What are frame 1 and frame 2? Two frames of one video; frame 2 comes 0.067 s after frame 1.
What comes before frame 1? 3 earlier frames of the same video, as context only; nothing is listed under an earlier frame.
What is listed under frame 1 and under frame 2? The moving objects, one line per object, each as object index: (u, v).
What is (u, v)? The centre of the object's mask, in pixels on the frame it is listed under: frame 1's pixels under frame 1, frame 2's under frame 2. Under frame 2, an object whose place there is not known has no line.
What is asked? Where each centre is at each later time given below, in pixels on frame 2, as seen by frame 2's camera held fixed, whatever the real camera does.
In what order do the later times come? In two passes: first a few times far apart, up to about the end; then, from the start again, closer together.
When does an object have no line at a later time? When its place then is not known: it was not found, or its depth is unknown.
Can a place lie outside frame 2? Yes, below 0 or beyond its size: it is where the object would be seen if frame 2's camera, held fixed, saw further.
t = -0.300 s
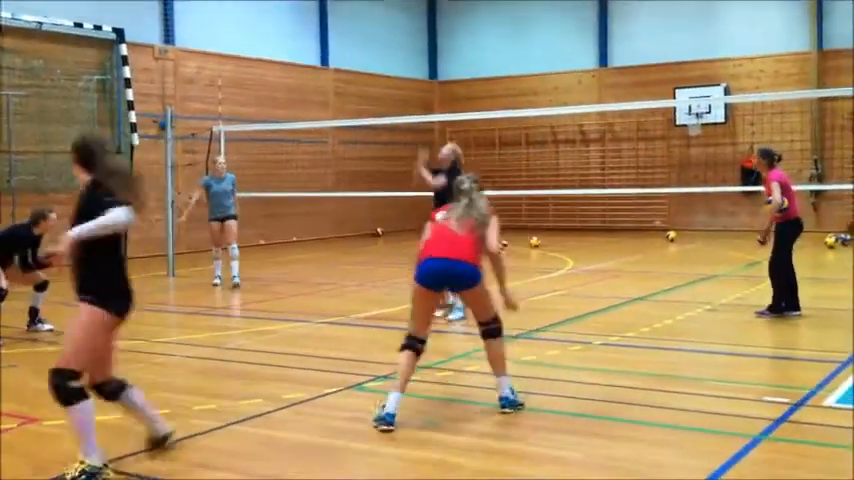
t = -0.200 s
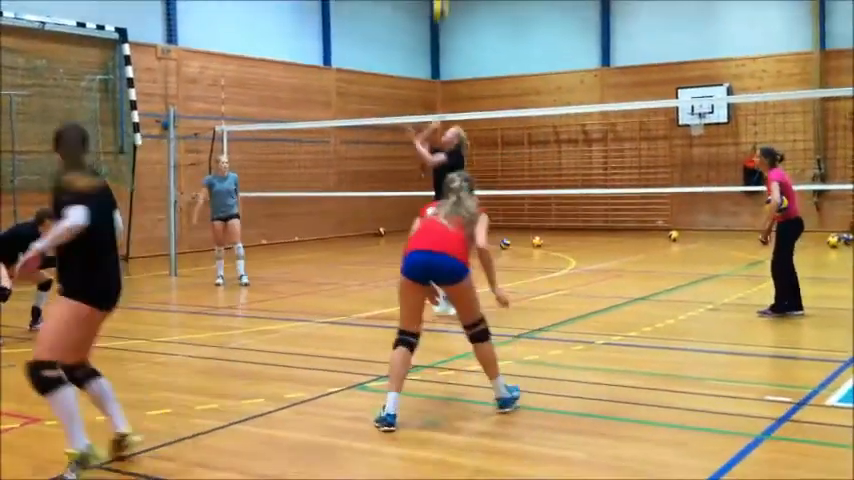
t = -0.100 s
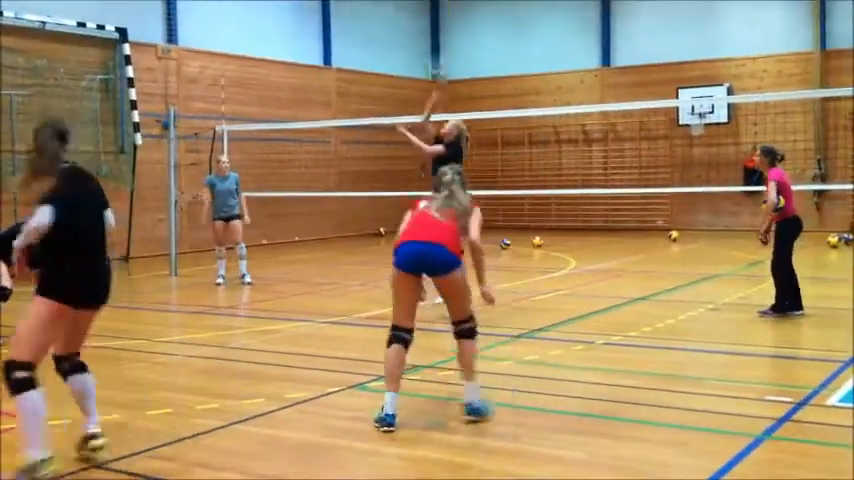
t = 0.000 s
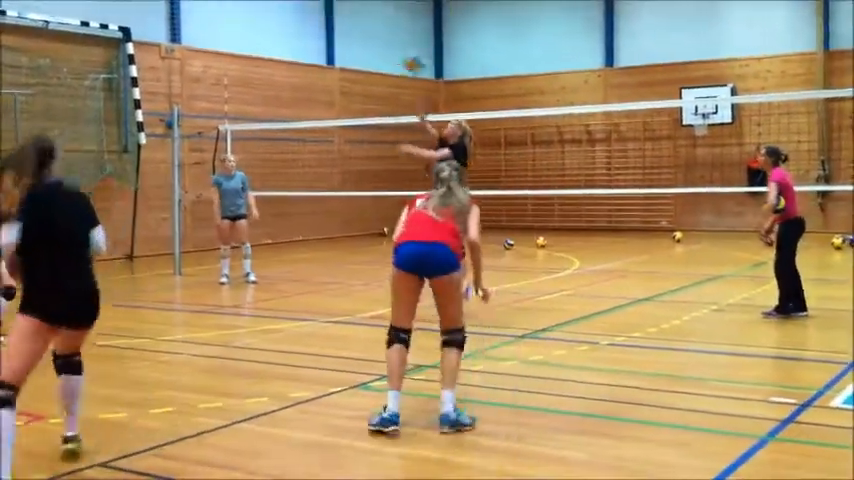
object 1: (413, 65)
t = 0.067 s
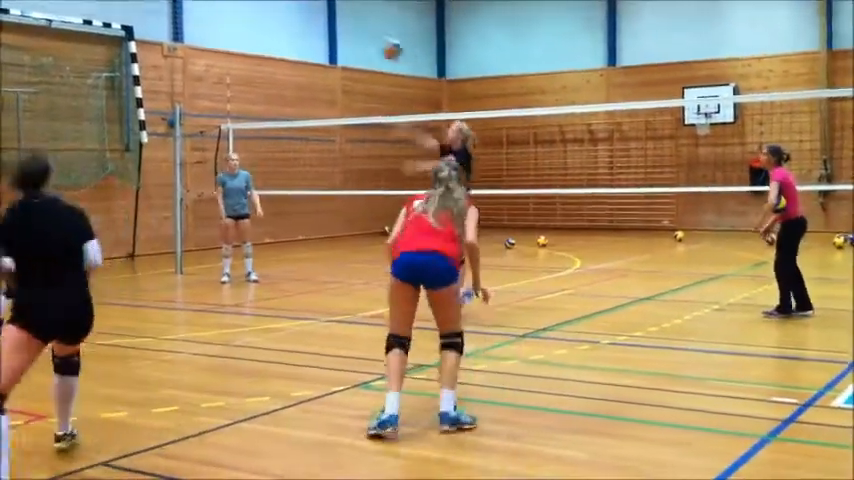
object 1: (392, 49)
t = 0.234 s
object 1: (328, 39)
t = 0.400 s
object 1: (273, 52)
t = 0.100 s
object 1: (379, 45)
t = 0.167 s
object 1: (353, 40)
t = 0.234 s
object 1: (328, 39)
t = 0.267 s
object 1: (315, 41)
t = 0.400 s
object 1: (273, 52)
